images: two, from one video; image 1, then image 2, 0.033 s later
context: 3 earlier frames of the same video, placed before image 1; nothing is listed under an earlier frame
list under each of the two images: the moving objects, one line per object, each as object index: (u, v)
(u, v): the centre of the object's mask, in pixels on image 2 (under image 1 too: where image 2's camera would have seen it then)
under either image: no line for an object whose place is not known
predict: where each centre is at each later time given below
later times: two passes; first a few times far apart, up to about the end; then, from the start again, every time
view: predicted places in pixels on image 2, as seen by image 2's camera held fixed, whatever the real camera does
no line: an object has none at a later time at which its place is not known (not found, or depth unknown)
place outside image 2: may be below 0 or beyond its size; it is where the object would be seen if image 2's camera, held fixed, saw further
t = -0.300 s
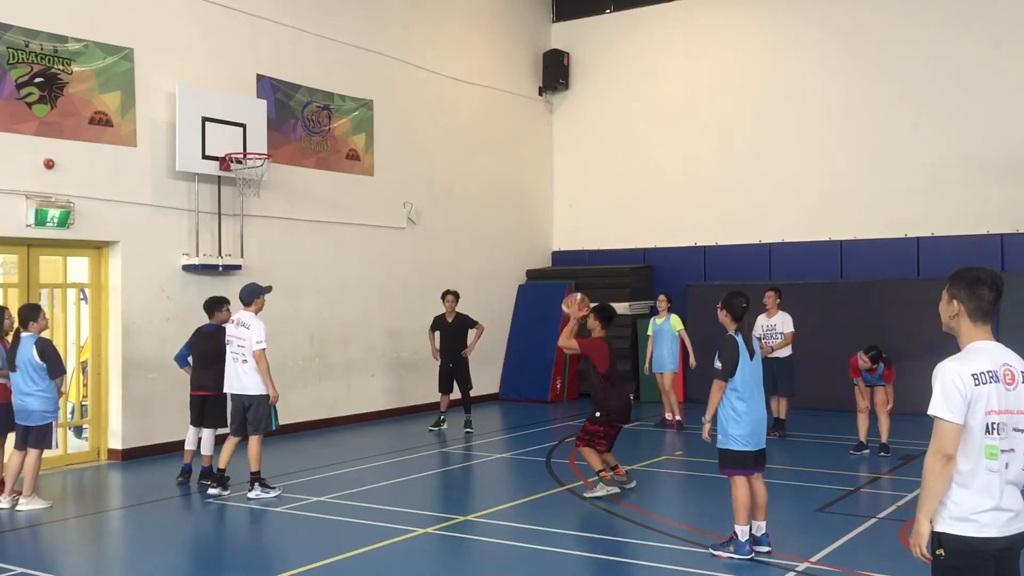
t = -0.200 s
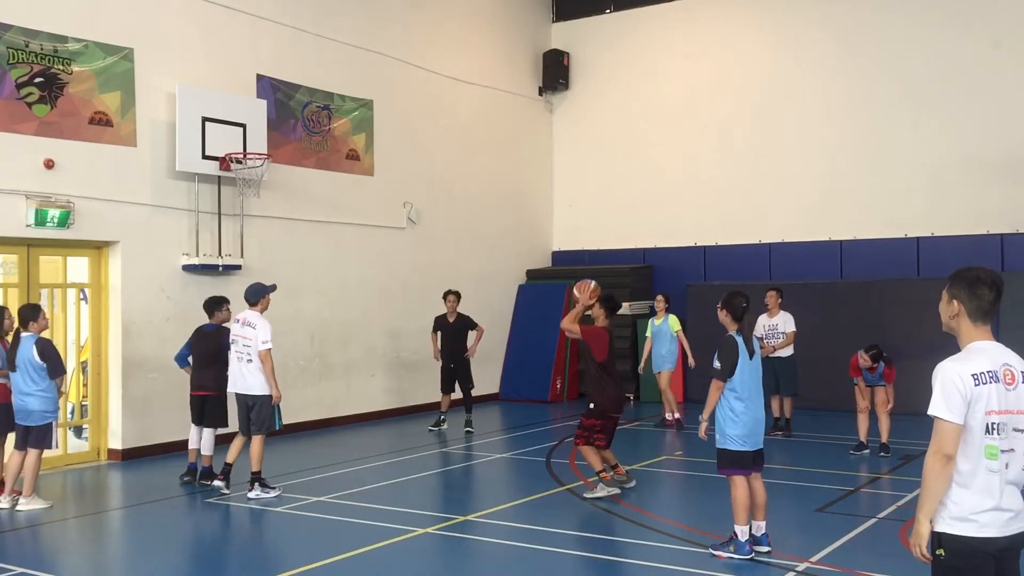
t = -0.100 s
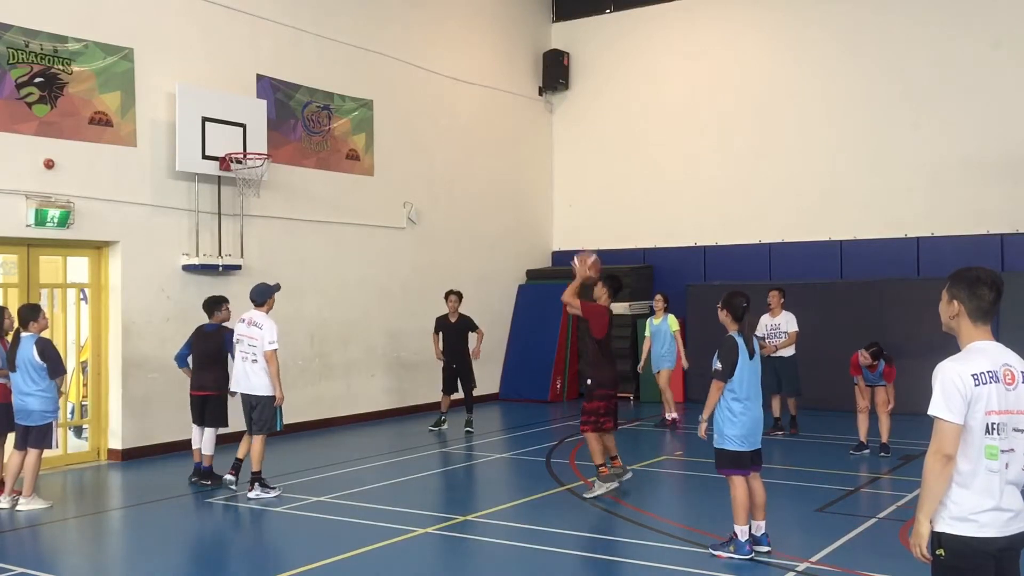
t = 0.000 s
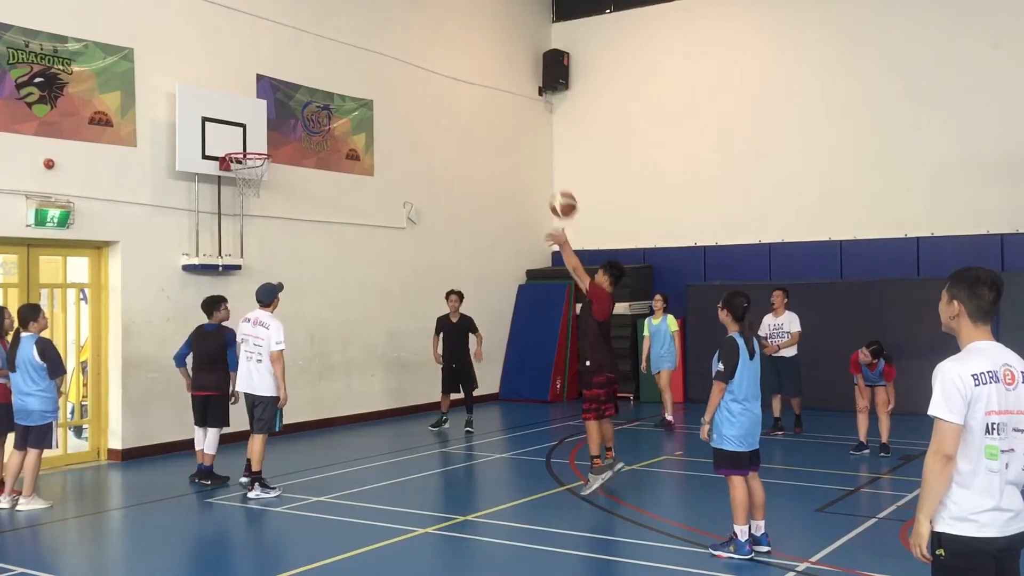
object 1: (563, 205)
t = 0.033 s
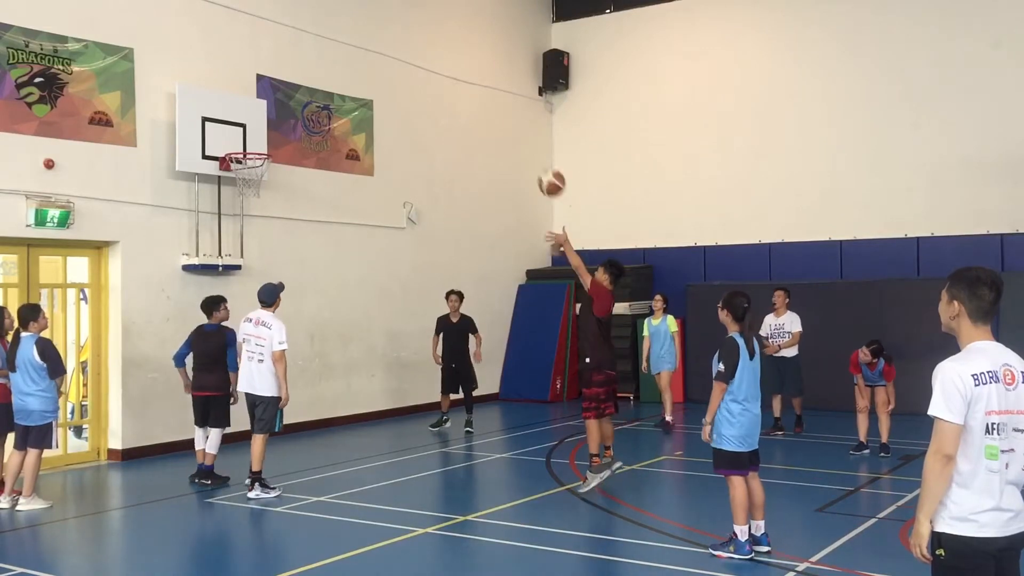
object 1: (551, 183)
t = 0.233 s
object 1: (487, 83)
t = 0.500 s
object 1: (413, 26)
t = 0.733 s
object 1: (356, 37)
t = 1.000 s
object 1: (297, 110)
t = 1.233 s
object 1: (311, 160)
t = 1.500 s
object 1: (374, 214)
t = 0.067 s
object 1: (540, 162)
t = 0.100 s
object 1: (529, 143)
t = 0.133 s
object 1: (518, 126)
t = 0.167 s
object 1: (508, 111)
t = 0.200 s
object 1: (498, 96)
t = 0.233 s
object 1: (487, 83)
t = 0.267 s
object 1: (477, 72)
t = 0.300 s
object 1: (468, 61)
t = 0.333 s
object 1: (458, 52)
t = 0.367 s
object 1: (449, 45)
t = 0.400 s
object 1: (439, 38)
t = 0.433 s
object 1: (430, 33)
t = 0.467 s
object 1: (421, 29)
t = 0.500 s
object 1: (413, 26)
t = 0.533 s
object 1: (404, 24)
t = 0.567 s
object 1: (396, 24)
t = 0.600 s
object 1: (387, 24)
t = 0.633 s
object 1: (379, 26)
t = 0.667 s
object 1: (371, 28)
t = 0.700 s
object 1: (363, 32)
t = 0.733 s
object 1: (356, 37)
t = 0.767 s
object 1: (348, 43)
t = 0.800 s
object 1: (340, 50)
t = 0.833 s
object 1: (333, 58)
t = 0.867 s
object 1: (326, 66)
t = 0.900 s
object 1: (319, 75)
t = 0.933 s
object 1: (312, 86)
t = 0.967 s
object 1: (305, 98)
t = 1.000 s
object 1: (297, 110)
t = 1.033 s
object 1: (291, 123)
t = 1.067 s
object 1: (284, 136)
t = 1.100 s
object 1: (279, 152)
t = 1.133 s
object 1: (286, 153)
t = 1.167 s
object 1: (294, 153)
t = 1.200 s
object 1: (303, 156)
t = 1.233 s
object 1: (311, 160)
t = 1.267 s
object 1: (319, 162)
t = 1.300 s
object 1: (327, 167)
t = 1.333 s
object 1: (336, 173)
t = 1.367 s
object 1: (344, 180)
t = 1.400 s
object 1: (351, 187)
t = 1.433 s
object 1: (359, 195)
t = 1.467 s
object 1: (366, 204)
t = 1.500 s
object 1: (374, 214)
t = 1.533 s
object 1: (381, 224)
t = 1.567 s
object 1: (388, 237)
